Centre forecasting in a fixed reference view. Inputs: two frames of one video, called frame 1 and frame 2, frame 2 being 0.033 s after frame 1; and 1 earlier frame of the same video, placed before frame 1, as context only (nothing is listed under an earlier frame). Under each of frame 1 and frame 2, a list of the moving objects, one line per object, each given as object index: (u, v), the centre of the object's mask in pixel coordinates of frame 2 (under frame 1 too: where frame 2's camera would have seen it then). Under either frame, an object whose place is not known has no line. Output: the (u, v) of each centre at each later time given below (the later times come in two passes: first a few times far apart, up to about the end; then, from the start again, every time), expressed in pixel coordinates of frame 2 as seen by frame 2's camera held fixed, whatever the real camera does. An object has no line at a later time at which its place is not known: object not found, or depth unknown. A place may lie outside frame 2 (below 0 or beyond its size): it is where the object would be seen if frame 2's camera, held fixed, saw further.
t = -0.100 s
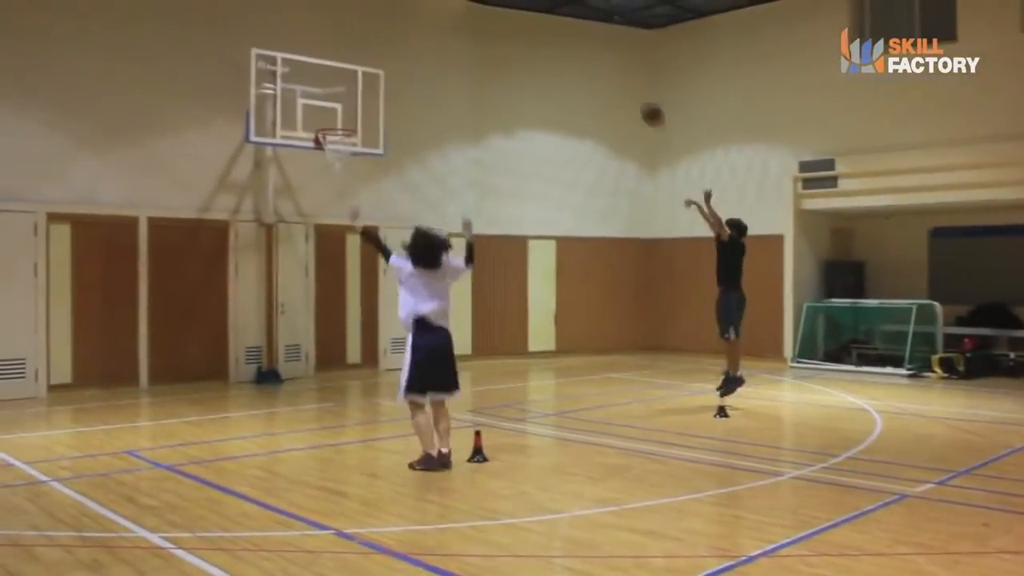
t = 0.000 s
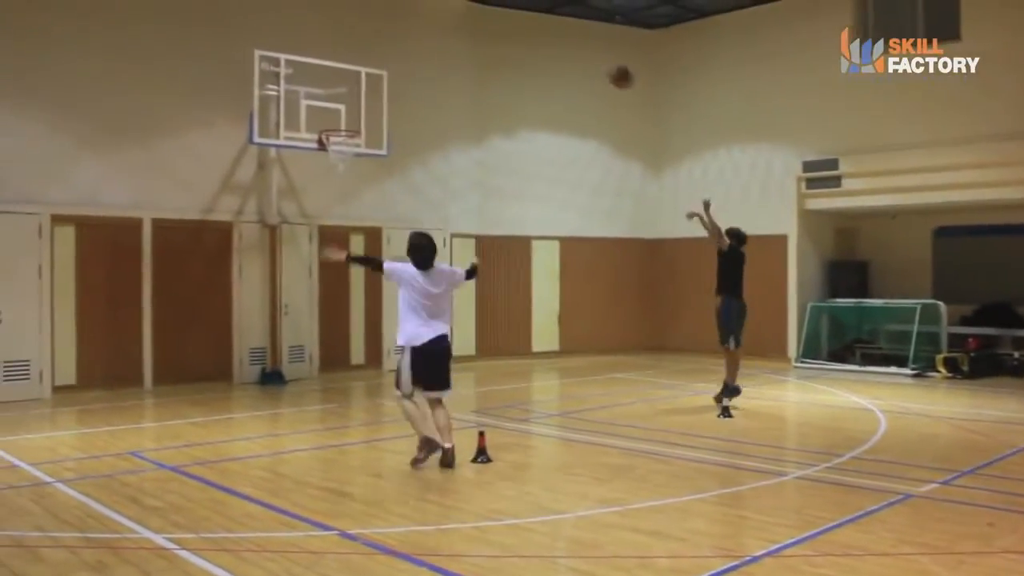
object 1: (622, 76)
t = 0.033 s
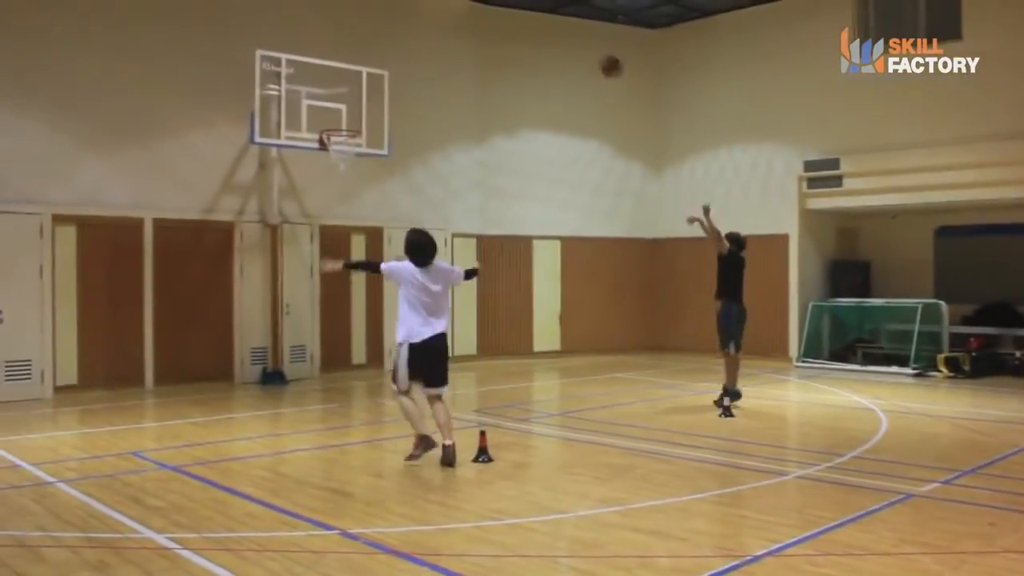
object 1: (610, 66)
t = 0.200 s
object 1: (554, 29)
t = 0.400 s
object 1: (487, 17)
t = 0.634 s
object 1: (414, 47)
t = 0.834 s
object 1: (353, 112)
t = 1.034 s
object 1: (378, 129)
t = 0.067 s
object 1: (598, 56)
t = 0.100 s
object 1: (587, 48)
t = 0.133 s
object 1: (575, 41)
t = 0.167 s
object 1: (564, 35)
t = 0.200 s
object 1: (554, 29)
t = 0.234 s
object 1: (543, 26)
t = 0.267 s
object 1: (533, 22)
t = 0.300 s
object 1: (521, 19)
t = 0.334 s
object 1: (510, 18)
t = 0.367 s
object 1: (499, 17)
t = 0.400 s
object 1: (487, 17)
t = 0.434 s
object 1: (476, 19)
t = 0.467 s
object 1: (466, 21)
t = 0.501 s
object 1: (455, 24)
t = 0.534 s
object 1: (445, 28)
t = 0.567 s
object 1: (435, 33)
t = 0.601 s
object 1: (424, 39)
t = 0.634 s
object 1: (414, 47)
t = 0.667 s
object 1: (404, 55)
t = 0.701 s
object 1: (394, 64)
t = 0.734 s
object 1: (383, 74)
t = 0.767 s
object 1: (373, 85)
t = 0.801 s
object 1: (362, 98)
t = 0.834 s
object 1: (353, 112)
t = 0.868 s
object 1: (352, 117)
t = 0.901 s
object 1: (356, 118)
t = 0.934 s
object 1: (361, 121)
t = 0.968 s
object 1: (366, 124)
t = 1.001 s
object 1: (372, 126)
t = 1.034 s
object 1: (378, 129)
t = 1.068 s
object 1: (384, 133)
